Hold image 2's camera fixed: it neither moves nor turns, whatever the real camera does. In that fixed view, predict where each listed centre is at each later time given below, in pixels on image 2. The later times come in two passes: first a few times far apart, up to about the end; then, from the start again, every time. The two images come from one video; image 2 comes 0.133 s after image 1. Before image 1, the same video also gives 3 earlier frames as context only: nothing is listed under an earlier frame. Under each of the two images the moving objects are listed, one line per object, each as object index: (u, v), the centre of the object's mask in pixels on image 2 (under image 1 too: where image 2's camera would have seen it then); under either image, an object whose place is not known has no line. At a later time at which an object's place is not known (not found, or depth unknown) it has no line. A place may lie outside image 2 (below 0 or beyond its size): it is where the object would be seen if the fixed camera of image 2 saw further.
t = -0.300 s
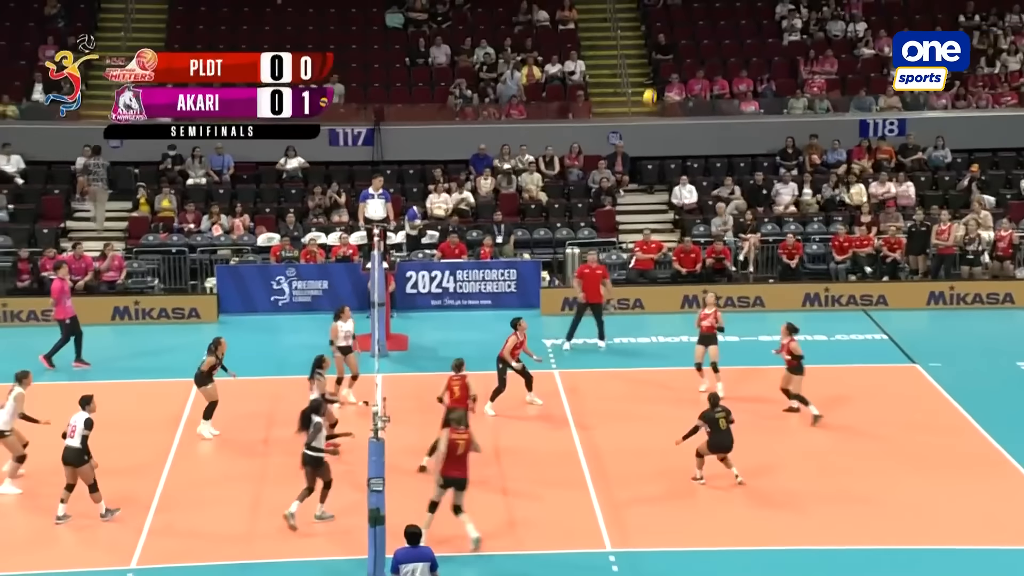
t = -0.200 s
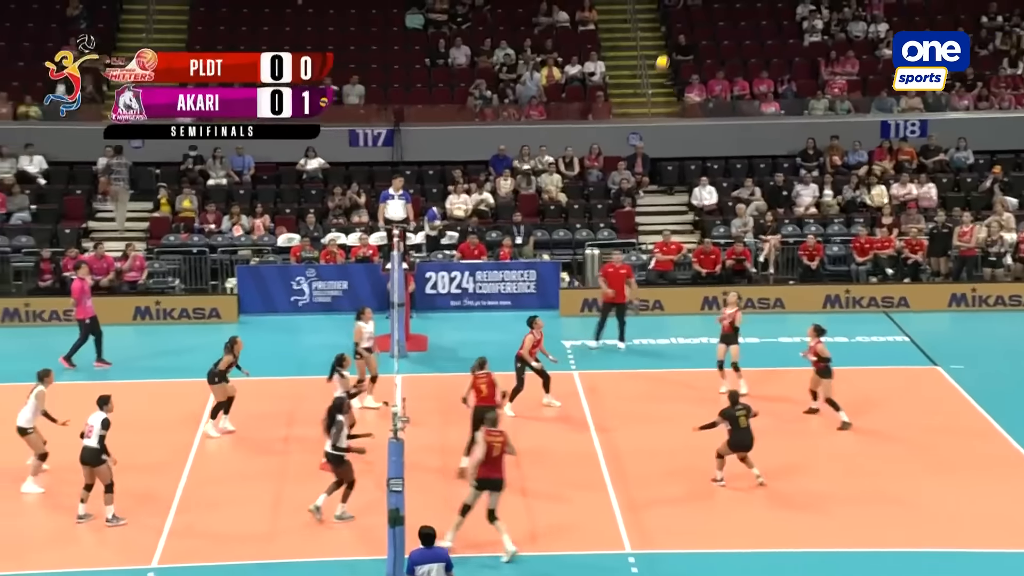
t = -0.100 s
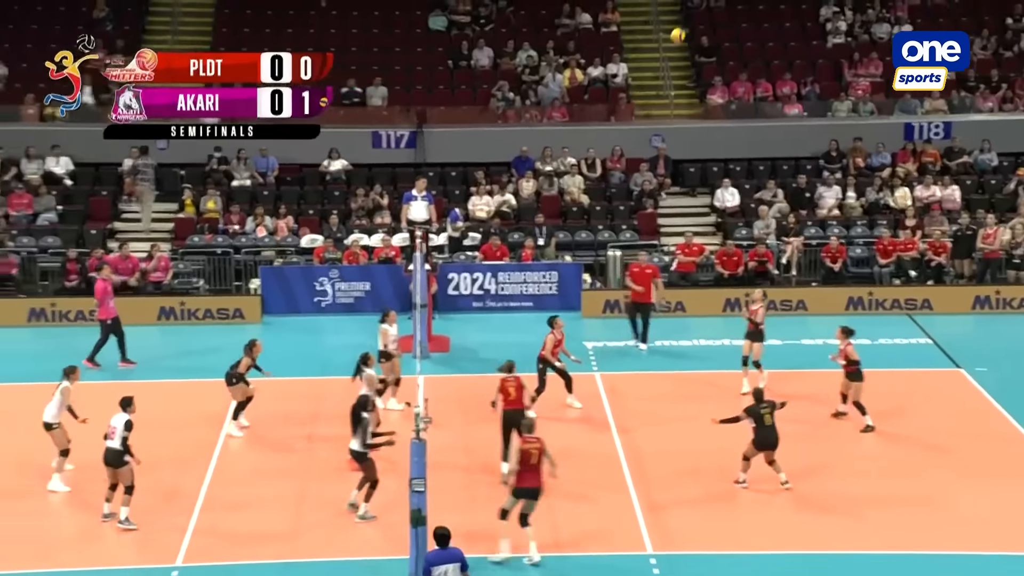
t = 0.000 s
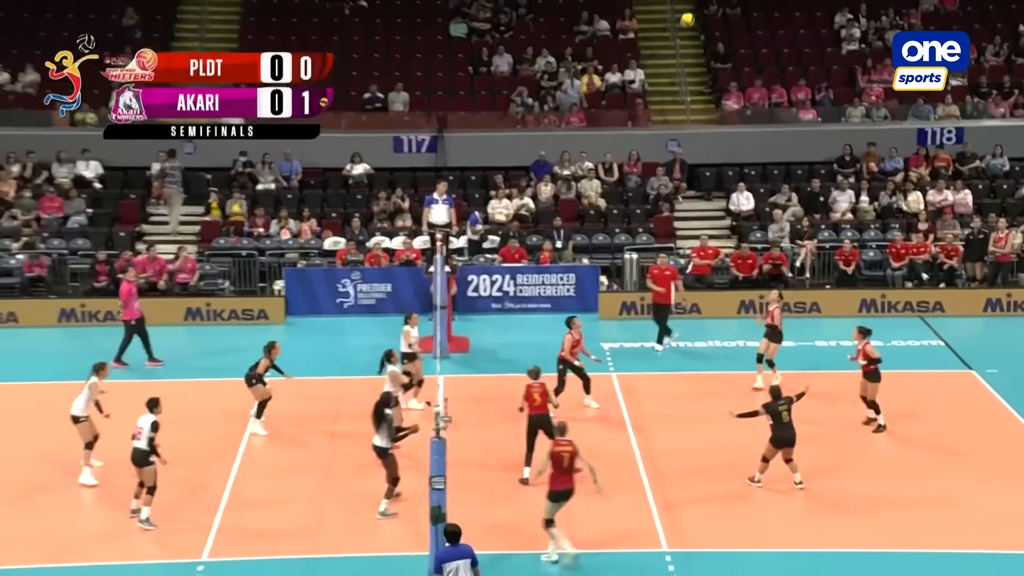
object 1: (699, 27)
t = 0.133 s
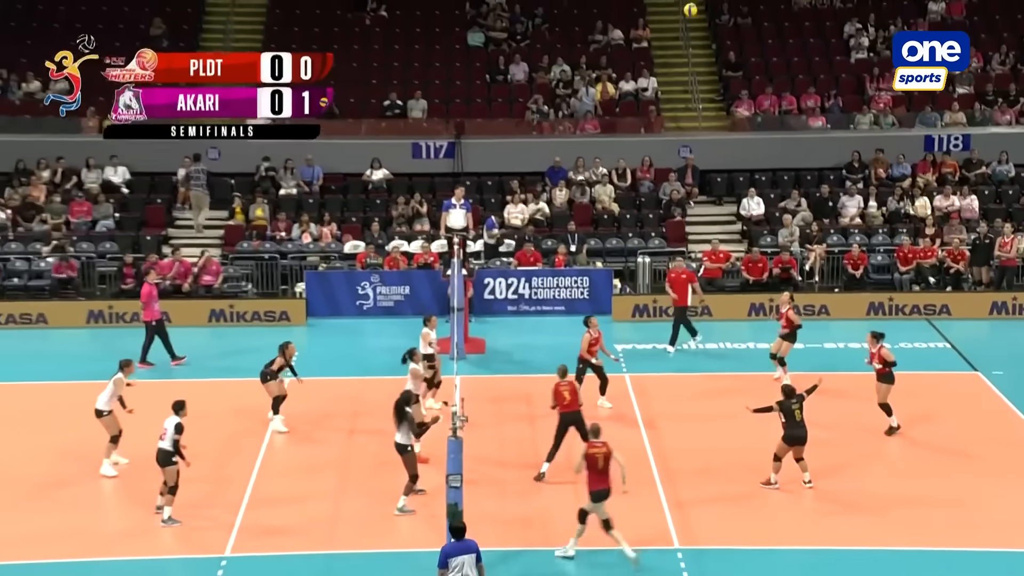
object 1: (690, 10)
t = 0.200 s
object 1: (686, 5)
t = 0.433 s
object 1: (669, 8)
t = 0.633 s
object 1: (655, 36)
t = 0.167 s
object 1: (688, 7)
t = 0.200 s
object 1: (686, 5)
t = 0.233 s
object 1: (683, 3)
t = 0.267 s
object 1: (681, 2)
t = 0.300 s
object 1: (679, 3)
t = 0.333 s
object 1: (677, 3)
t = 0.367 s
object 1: (674, 4)
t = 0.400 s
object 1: (672, 5)
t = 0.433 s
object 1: (669, 8)
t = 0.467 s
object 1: (667, 11)
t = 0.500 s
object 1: (665, 14)
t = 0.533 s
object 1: (662, 19)
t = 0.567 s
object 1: (660, 24)
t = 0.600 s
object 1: (657, 29)
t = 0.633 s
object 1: (655, 36)
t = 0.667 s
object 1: (653, 42)
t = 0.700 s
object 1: (651, 50)
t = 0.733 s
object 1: (648, 58)
